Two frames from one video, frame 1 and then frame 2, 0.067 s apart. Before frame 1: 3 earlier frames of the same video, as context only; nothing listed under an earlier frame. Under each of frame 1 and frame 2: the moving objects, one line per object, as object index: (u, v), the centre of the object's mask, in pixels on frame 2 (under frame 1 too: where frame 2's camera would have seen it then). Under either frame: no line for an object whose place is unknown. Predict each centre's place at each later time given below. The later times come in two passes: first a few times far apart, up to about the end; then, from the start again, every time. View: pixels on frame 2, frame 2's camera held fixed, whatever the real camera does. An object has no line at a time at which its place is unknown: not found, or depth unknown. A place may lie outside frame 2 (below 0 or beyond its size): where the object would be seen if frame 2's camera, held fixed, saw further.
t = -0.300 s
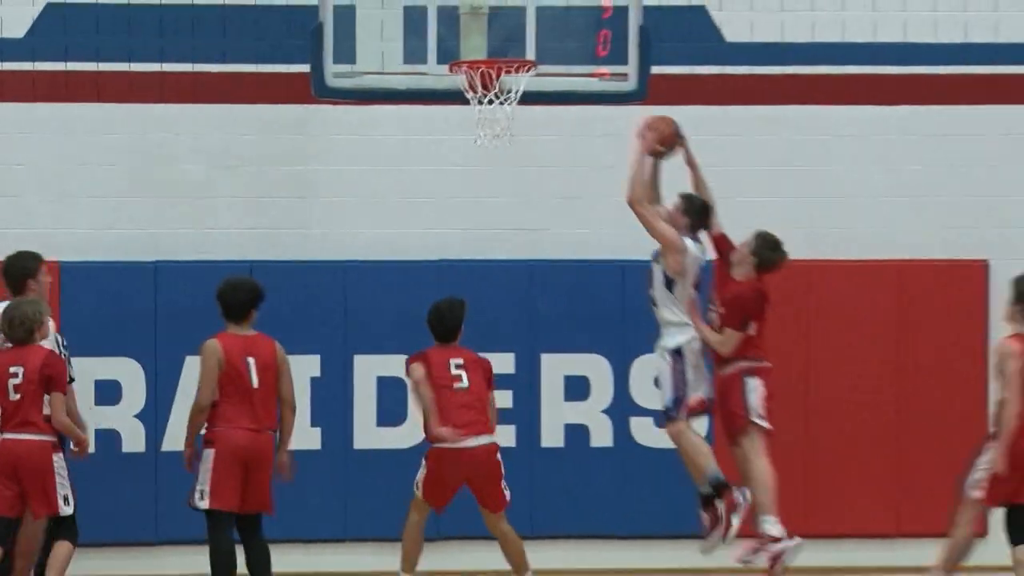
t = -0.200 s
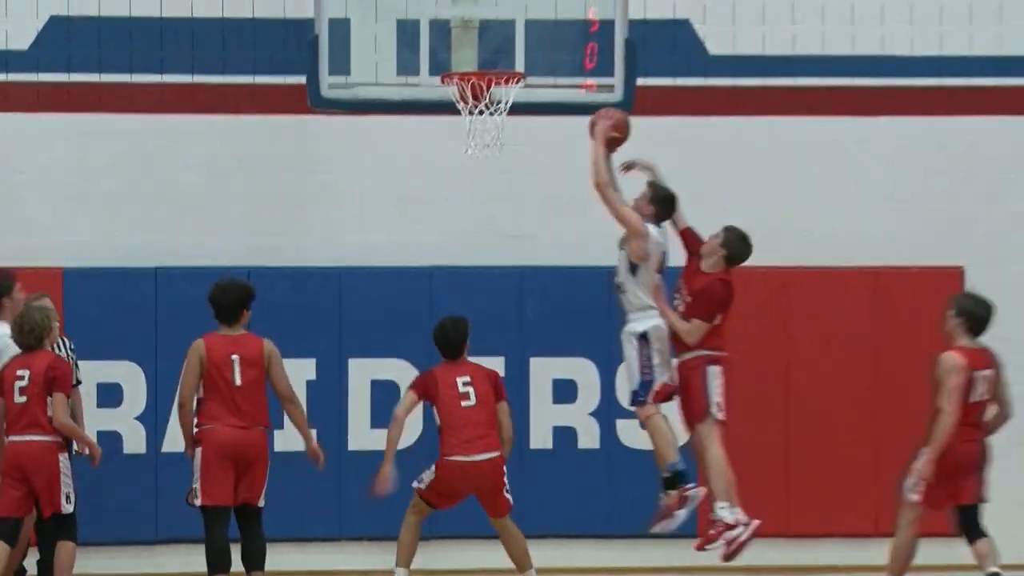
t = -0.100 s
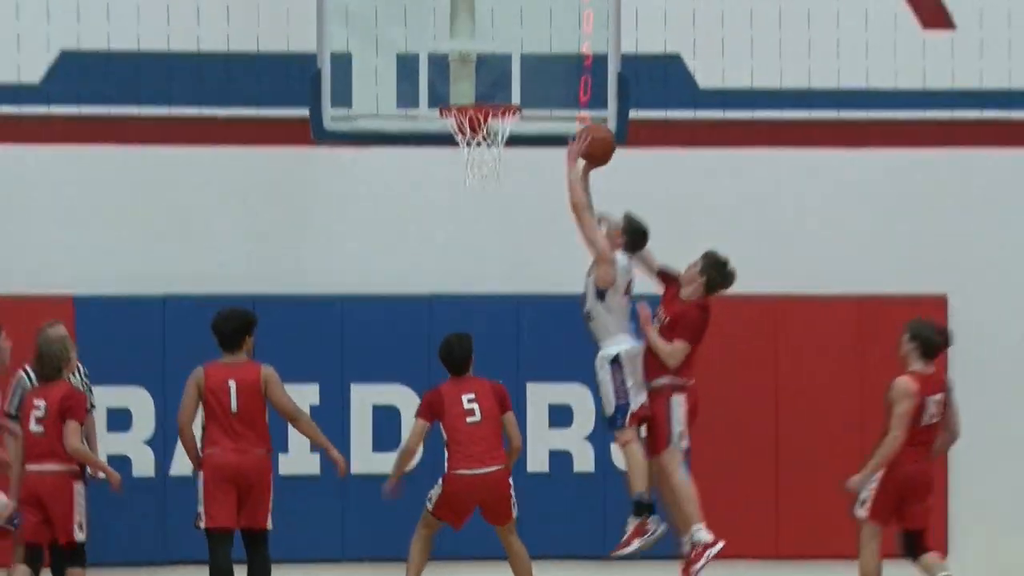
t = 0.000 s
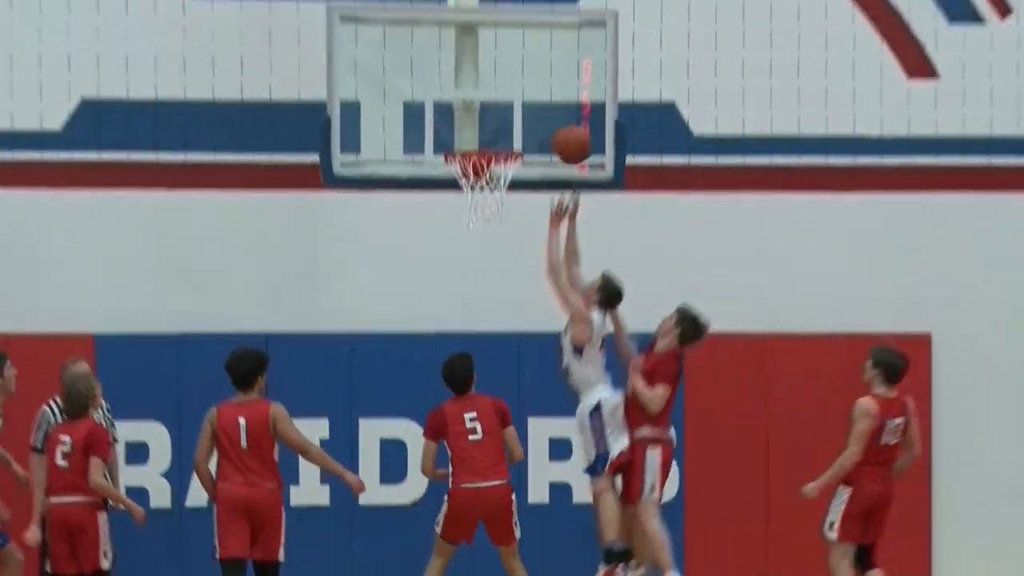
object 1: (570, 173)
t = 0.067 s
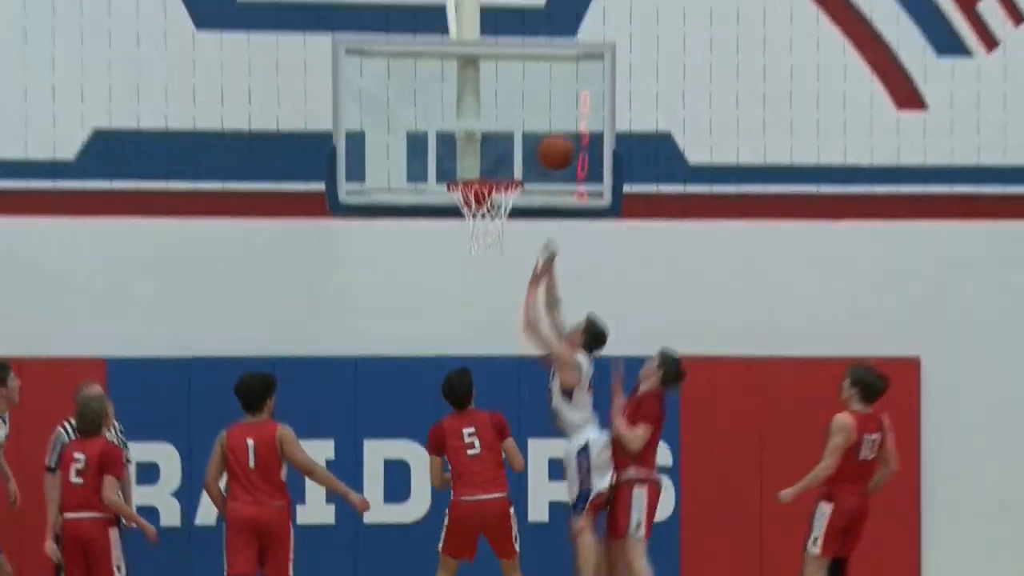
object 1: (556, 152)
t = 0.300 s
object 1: (518, 130)
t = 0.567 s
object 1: (489, 173)
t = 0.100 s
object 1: (548, 143)
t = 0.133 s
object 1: (542, 137)
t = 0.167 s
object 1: (535, 132)
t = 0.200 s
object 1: (528, 129)
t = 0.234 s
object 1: (523, 128)
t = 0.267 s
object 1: (521, 128)
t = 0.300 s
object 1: (518, 130)
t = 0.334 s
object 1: (515, 134)
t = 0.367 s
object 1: (513, 138)
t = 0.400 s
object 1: (510, 146)
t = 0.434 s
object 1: (507, 155)
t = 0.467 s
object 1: (505, 165)
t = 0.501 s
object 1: (501, 168)
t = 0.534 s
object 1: (495, 171)
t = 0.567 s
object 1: (489, 173)
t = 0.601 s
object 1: (483, 186)
